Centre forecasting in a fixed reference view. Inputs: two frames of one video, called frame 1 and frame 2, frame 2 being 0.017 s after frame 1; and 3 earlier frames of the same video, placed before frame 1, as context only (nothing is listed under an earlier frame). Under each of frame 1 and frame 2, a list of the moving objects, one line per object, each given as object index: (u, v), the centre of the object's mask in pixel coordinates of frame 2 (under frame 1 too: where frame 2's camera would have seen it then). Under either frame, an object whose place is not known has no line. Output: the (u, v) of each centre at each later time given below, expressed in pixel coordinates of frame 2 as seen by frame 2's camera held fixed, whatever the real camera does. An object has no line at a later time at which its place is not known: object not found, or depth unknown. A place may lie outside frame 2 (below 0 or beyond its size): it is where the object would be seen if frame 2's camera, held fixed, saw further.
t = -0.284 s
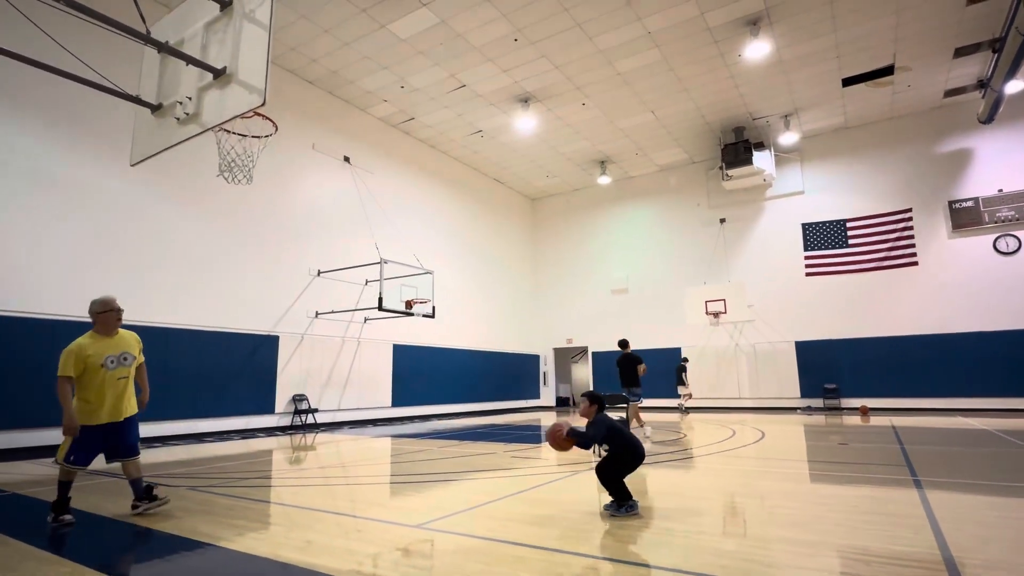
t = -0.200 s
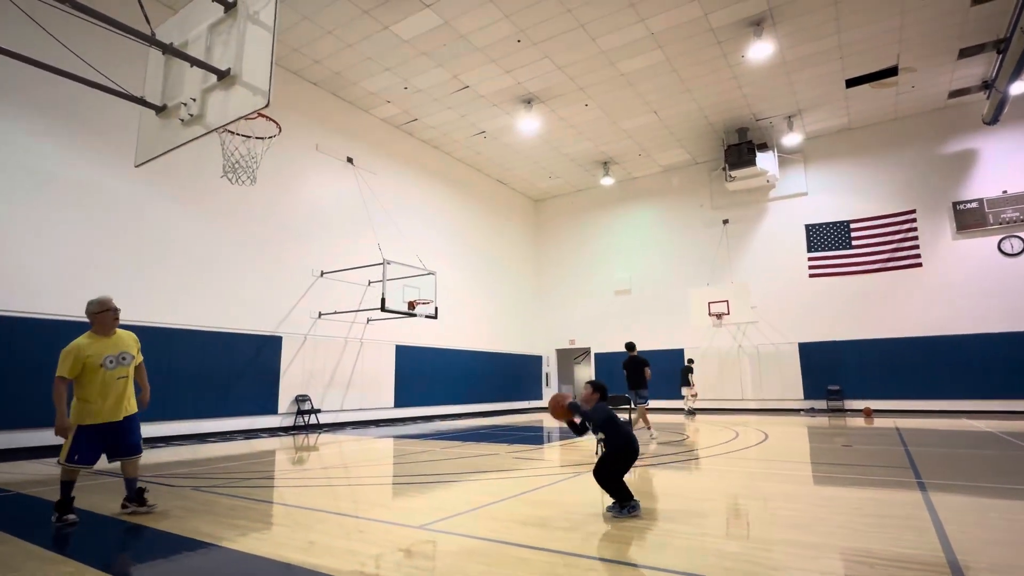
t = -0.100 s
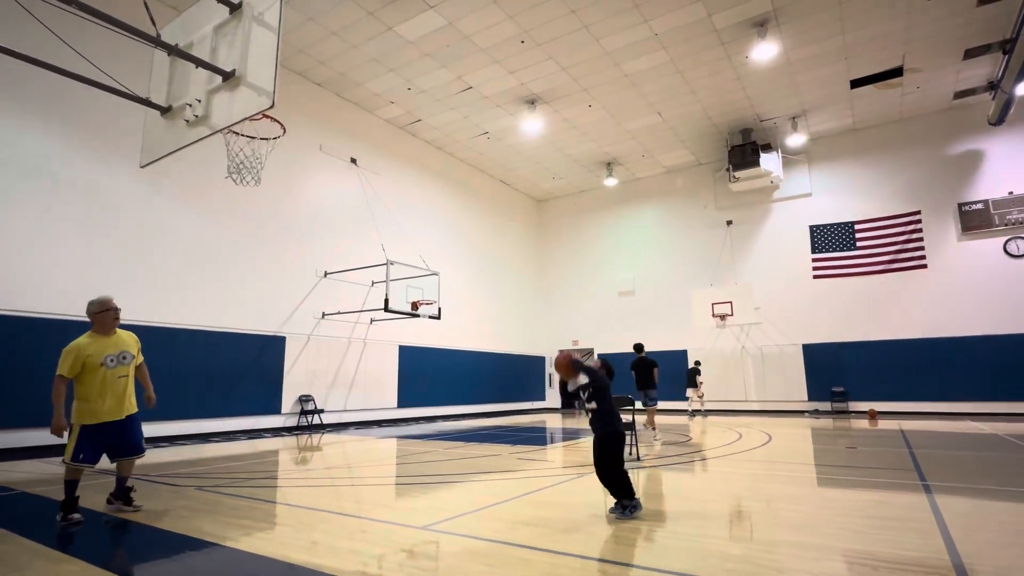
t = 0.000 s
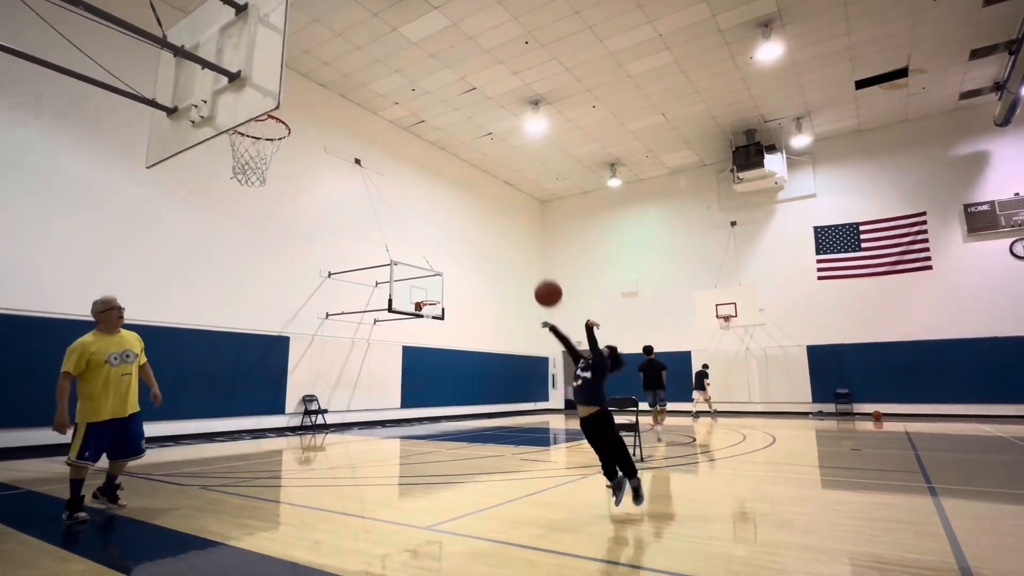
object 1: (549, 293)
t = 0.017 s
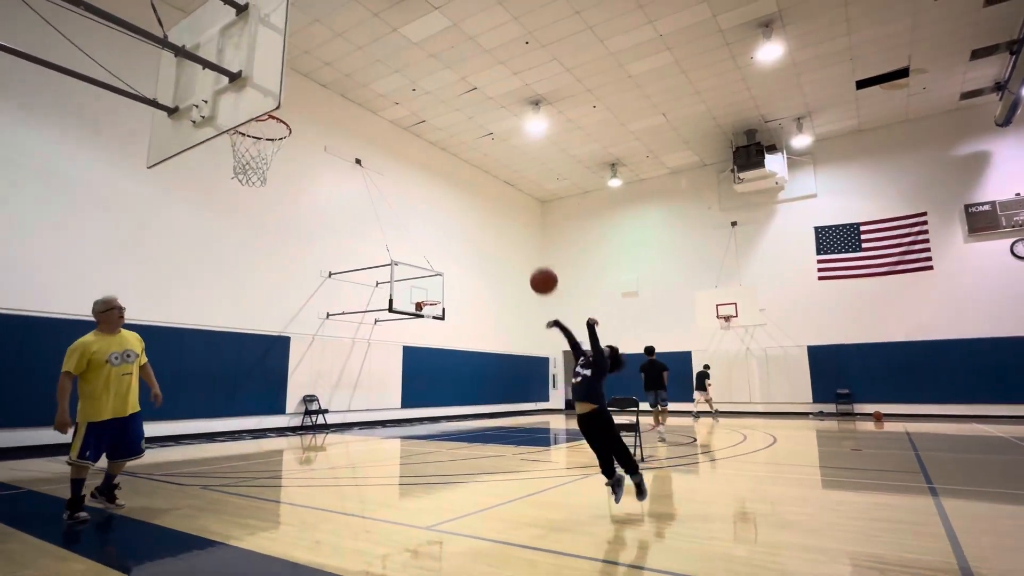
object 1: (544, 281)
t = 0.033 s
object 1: (538, 269)
